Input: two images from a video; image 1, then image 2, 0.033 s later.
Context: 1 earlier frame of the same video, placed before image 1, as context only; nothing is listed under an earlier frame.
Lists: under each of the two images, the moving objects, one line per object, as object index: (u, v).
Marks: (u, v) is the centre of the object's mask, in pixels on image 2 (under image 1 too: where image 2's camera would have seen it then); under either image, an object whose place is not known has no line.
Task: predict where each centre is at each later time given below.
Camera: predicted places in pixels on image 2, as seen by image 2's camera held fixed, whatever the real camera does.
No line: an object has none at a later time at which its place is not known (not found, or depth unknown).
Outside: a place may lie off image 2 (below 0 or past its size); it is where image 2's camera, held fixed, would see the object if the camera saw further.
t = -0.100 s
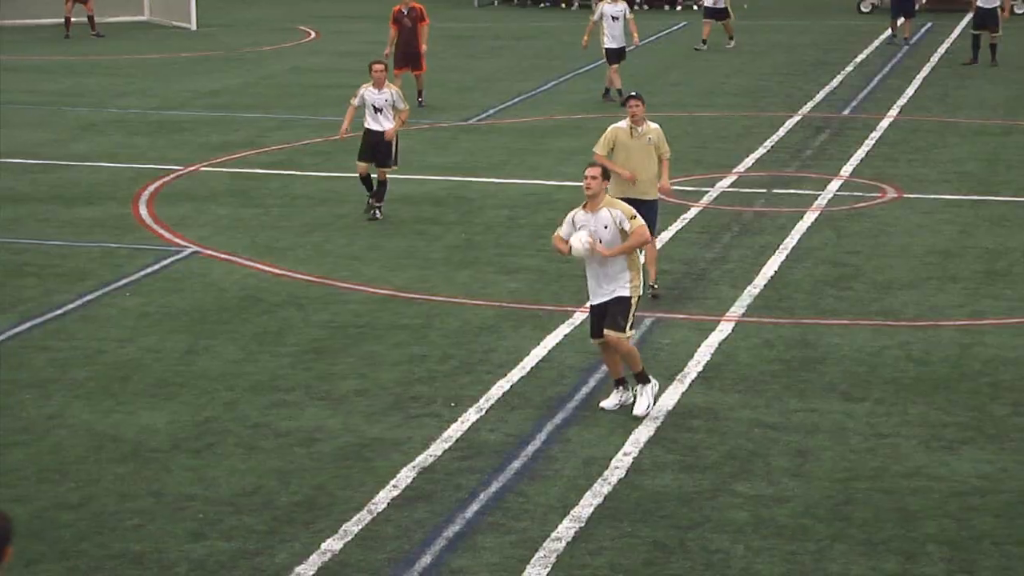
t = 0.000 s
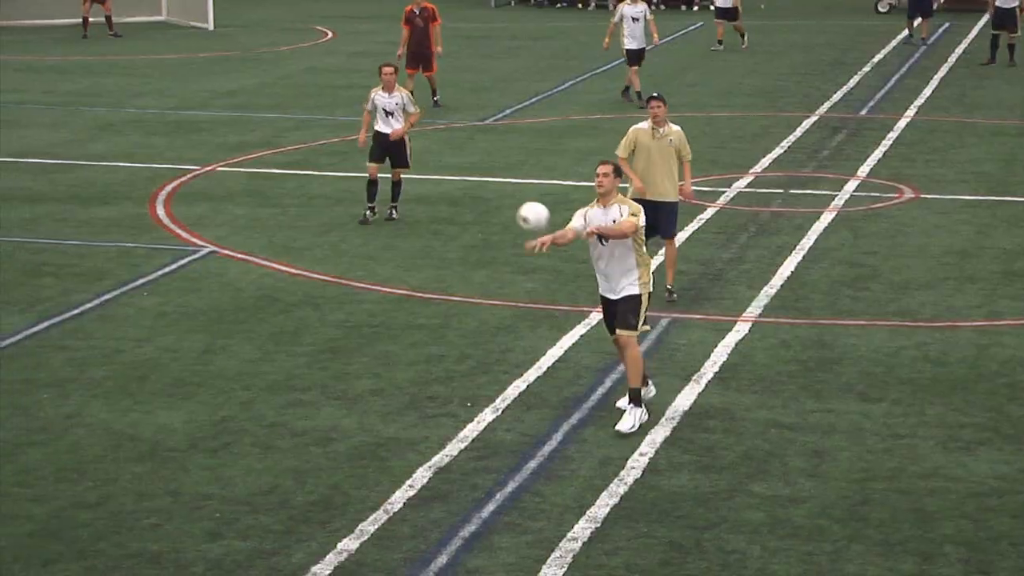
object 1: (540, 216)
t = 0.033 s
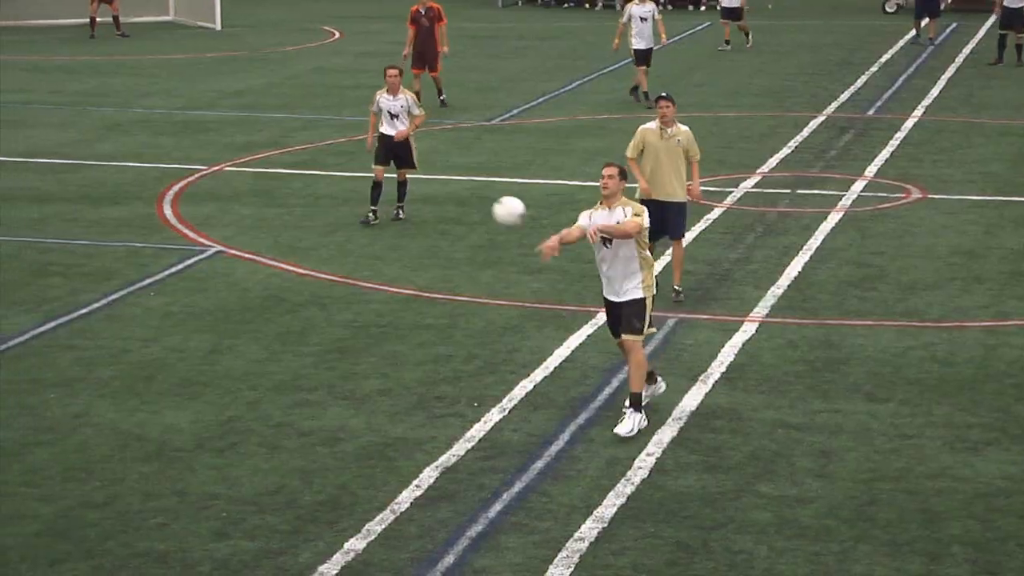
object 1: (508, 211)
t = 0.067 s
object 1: (476, 207)
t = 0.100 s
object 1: (442, 204)
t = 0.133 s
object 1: (408, 204)
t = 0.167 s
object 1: (373, 203)
